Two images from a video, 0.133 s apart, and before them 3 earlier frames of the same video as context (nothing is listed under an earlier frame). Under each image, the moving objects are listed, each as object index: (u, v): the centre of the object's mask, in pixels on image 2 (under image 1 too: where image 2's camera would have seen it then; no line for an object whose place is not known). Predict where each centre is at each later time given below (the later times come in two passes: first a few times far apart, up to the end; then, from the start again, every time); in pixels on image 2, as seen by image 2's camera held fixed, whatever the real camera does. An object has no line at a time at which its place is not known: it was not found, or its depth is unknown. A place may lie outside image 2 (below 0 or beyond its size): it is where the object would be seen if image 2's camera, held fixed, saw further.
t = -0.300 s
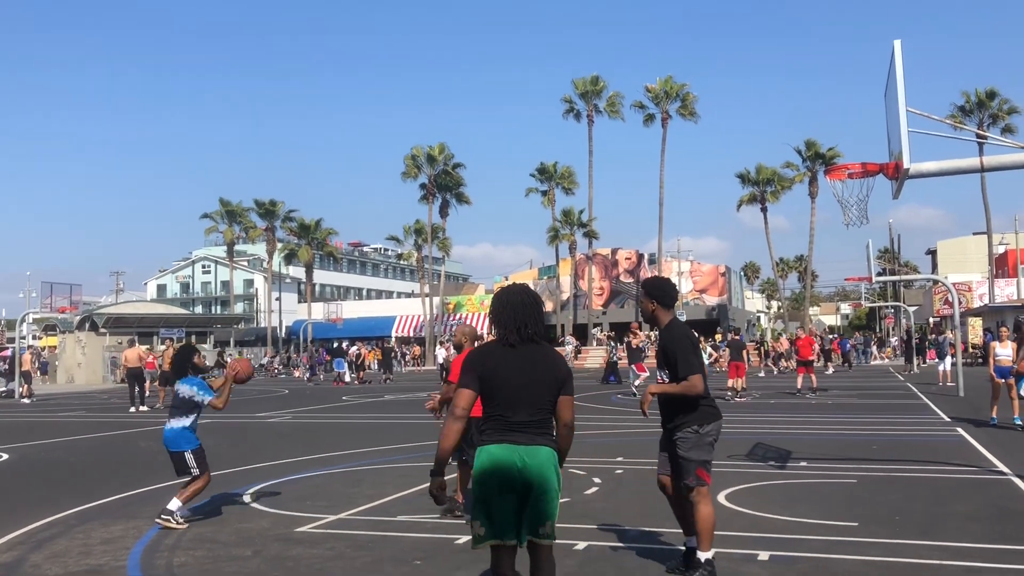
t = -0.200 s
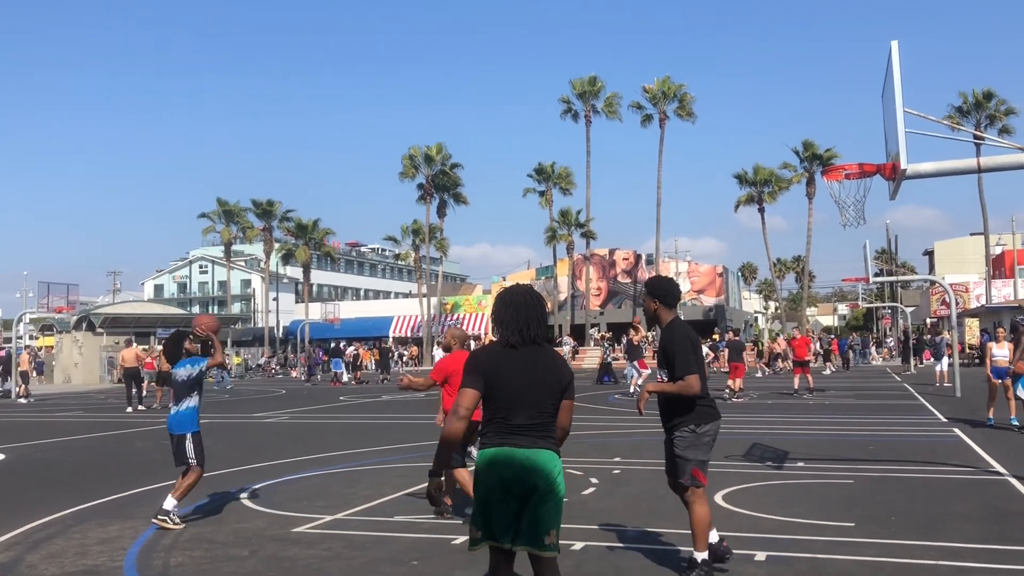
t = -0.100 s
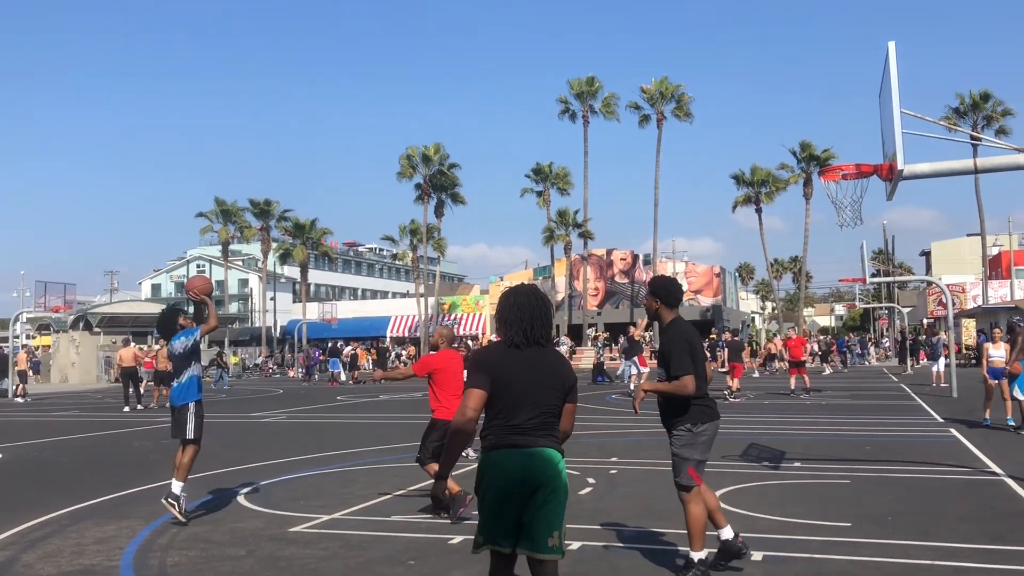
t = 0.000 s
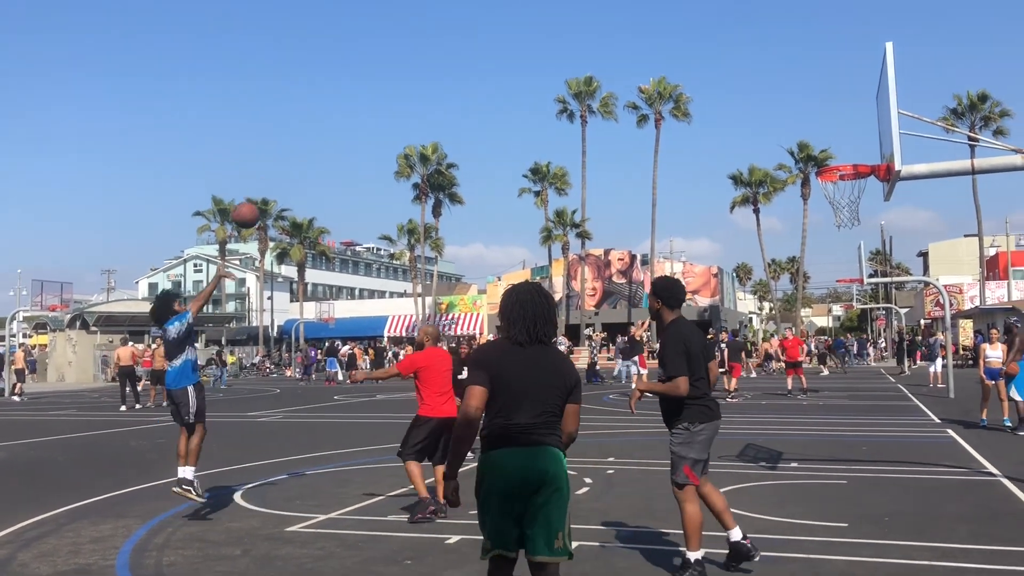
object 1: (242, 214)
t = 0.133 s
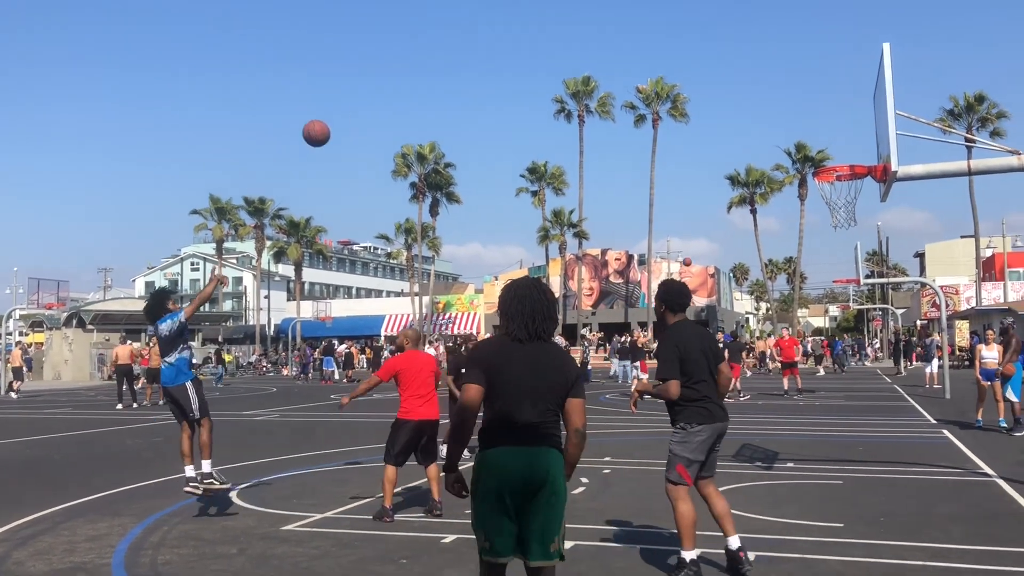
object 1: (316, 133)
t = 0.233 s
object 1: (371, 87)
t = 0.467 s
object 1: (496, 22)
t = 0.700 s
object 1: (620, 14)
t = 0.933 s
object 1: (745, 64)
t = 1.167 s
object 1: (860, 144)
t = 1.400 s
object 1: (845, 88)
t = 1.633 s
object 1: (820, 92)
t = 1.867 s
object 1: (799, 148)
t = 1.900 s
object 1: (797, 160)
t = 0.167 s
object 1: (334, 117)
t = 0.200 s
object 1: (353, 101)
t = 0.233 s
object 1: (371, 87)
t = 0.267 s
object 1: (389, 74)
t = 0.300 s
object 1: (407, 62)
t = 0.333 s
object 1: (425, 52)
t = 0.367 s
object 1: (443, 42)
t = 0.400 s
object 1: (461, 34)
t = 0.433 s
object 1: (479, 27)
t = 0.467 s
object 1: (496, 22)
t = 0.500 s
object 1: (514, 17)
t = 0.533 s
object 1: (532, 13)
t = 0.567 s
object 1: (549, 12)
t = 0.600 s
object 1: (567, 11)
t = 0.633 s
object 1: (585, 11)
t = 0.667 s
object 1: (603, 12)
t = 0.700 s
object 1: (620, 14)
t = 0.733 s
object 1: (638, 17)
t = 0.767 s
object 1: (656, 22)
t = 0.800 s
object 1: (673, 28)
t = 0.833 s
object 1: (691, 35)
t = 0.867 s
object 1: (709, 44)
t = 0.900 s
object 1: (727, 53)
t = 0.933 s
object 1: (745, 64)
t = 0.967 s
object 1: (762, 76)
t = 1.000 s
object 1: (780, 89)
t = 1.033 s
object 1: (798, 103)
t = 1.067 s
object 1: (816, 118)
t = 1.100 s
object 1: (834, 135)
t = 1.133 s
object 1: (852, 152)
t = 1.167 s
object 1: (860, 144)
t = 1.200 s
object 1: (865, 130)
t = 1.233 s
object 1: (866, 119)
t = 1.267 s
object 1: (861, 111)
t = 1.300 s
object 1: (857, 103)
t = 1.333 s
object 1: (853, 97)
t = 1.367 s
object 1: (849, 92)
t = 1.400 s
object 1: (845, 88)
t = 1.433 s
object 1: (841, 86)
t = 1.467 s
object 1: (837, 84)
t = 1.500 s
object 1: (834, 83)
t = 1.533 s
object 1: (830, 84)
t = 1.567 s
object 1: (827, 86)
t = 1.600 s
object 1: (823, 88)
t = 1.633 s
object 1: (820, 92)
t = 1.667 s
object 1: (817, 97)
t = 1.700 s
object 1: (814, 103)
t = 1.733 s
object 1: (811, 110)
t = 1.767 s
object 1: (808, 118)
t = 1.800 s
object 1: (805, 127)
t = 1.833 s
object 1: (802, 137)
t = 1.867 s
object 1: (799, 148)
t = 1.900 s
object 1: (797, 160)
